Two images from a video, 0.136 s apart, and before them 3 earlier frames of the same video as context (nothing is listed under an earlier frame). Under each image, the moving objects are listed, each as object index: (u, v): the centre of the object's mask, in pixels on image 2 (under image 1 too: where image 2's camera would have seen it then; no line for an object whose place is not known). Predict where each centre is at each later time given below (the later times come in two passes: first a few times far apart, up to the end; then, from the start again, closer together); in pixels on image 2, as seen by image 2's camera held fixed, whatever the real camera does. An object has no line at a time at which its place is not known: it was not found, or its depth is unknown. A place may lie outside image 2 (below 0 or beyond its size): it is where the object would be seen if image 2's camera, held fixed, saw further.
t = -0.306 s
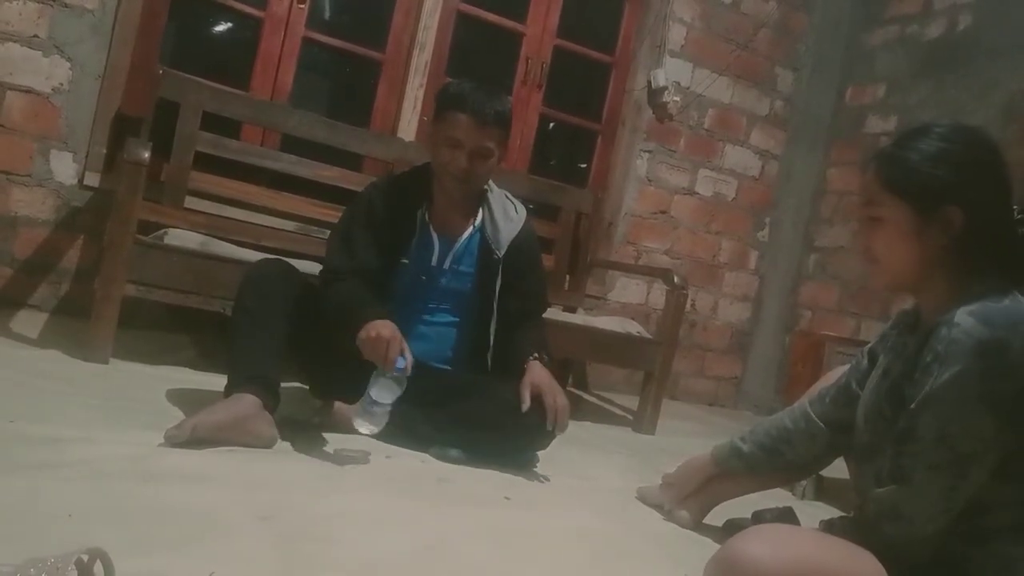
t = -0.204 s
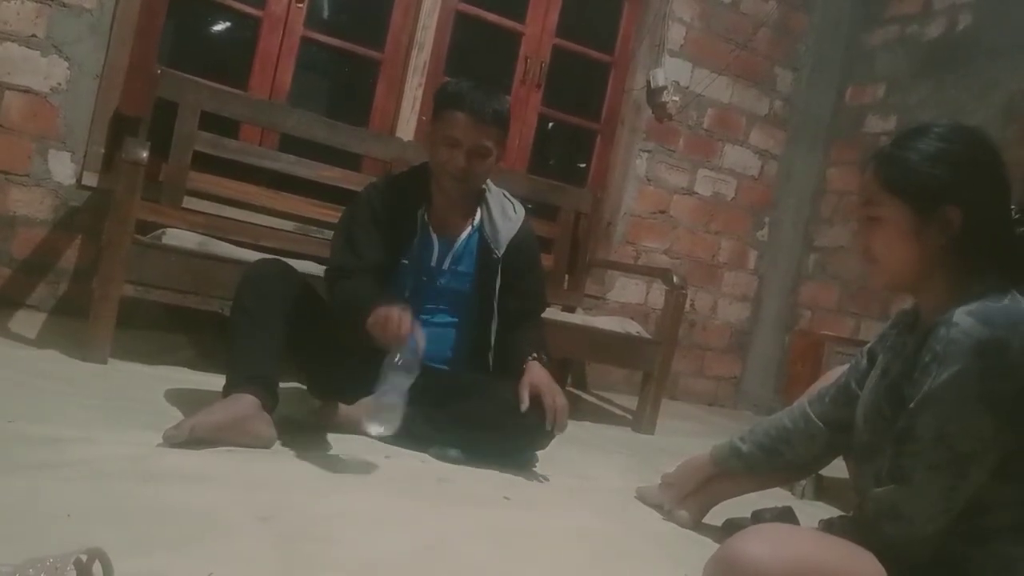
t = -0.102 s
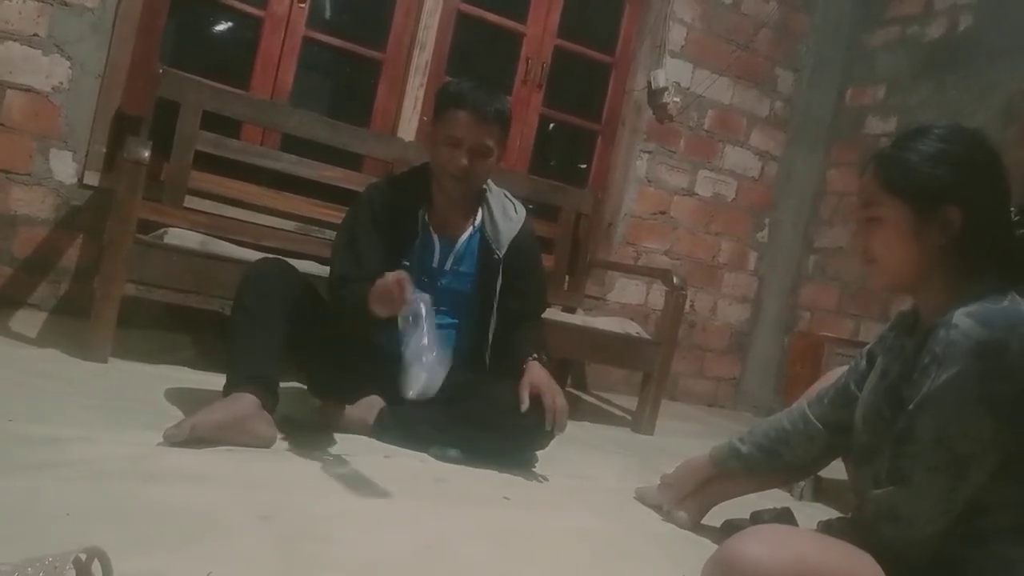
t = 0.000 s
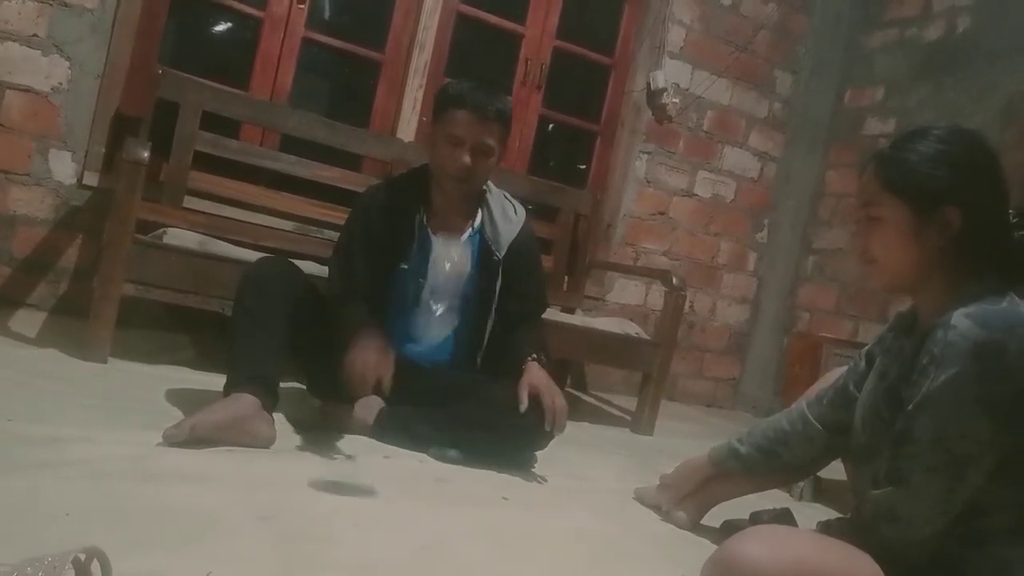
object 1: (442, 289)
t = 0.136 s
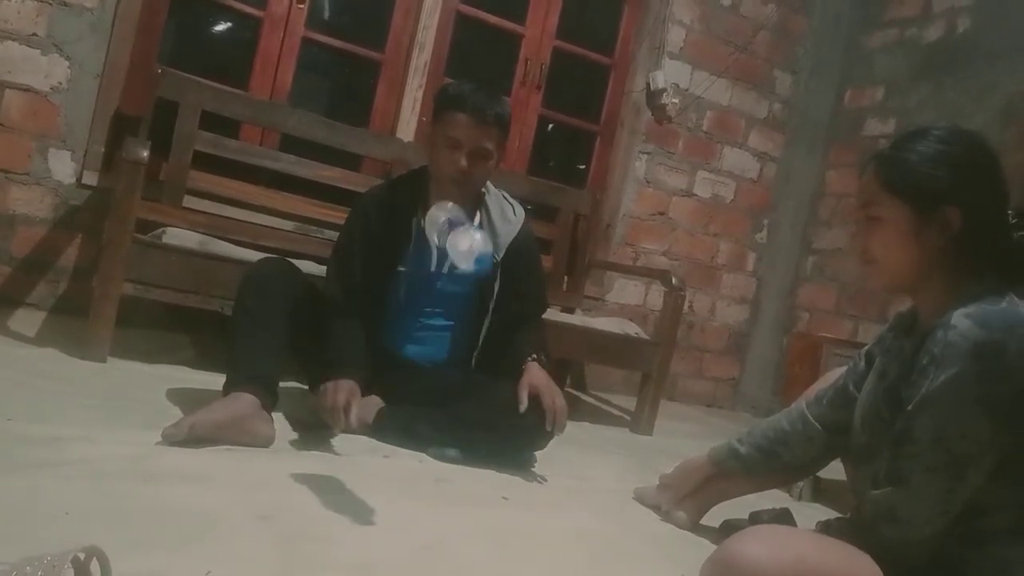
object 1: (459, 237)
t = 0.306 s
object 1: (437, 337)
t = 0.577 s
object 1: (411, 452)
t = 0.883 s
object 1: (410, 452)
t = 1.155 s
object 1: (409, 453)
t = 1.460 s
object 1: (409, 452)
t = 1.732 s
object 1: (410, 452)
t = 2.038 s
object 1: (410, 452)
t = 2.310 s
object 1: (409, 452)
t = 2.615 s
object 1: (409, 452)
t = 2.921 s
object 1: (409, 452)
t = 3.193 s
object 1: (409, 452)
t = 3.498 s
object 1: (410, 452)
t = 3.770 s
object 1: (409, 452)
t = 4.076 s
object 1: (410, 452)
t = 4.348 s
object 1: (410, 452)
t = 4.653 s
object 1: (410, 452)
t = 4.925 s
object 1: (409, 452)
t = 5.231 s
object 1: (410, 453)
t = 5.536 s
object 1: (410, 454)
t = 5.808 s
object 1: (410, 454)
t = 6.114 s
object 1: (409, 454)
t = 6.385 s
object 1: (409, 454)
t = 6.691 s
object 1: (410, 454)
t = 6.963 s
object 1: (409, 454)
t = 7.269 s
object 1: (409, 454)
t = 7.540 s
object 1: (410, 454)
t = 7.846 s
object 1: (410, 454)
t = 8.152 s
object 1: (409, 454)
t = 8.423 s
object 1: (409, 454)
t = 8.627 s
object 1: (410, 454)
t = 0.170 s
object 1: (456, 242)
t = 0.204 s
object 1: (454, 255)
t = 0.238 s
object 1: (451, 274)
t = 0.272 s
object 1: (442, 304)
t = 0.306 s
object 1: (437, 337)
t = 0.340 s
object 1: (428, 380)
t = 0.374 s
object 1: (414, 436)
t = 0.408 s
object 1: (410, 456)
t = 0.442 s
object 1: (408, 454)
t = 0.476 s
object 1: (407, 453)
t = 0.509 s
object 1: (408, 452)
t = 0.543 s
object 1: (409, 452)
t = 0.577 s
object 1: (411, 452)
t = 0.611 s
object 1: (411, 452)
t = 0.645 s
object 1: (410, 452)
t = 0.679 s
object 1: (410, 452)
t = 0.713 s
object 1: (409, 452)
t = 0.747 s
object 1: (409, 452)
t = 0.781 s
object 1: (409, 453)
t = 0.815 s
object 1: (410, 452)
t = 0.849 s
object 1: (410, 453)
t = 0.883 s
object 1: (410, 452)
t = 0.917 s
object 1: (410, 452)
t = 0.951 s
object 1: (410, 452)
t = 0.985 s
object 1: (410, 453)
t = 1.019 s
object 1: (410, 453)
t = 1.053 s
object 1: (409, 453)
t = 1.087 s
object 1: (409, 453)
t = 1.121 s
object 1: (409, 453)
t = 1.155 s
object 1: (409, 453)
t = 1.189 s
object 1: (409, 453)
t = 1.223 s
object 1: (409, 453)
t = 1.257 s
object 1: (409, 452)
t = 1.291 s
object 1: (409, 452)
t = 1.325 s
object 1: (409, 453)
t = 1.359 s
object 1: (409, 453)
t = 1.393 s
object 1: (409, 453)
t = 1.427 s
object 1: (409, 453)
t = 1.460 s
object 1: (409, 452)
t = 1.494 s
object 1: (410, 452)
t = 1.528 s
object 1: (409, 452)
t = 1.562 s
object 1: (410, 453)
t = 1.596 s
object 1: (409, 452)
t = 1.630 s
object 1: (409, 453)
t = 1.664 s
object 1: (410, 453)
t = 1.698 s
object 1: (409, 453)
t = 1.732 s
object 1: (410, 452)
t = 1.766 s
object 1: (409, 453)
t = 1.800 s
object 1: (410, 452)
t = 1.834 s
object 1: (410, 452)
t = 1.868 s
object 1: (410, 452)
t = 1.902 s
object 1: (410, 452)
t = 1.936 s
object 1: (410, 452)
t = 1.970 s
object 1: (410, 452)
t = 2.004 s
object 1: (410, 452)
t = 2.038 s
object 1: (410, 452)
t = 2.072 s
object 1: (410, 452)
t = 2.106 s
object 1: (410, 452)
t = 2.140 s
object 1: (410, 452)
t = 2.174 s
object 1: (409, 452)
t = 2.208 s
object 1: (409, 452)
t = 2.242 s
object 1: (409, 452)
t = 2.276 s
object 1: (409, 452)
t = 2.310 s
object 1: (409, 452)
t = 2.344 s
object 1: (409, 452)
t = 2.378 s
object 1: (409, 452)
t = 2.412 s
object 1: (409, 452)
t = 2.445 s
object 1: (409, 452)
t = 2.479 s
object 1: (409, 452)
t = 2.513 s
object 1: (409, 452)
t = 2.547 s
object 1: (409, 452)
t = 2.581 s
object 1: (409, 452)
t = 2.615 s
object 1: (409, 452)
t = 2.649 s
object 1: (409, 453)
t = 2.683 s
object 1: (409, 452)
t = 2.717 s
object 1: (409, 452)
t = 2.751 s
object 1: (409, 452)
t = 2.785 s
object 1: (409, 452)
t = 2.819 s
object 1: (409, 452)
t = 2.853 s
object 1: (409, 453)
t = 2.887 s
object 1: (409, 452)
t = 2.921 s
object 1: (409, 452)
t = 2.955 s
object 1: (409, 452)
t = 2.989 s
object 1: (409, 452)
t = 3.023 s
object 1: (409, 452)
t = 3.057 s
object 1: (409, 452)
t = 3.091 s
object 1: (409, 452)
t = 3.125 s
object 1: (409, 452)
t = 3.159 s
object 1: (409, 452)
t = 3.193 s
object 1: (409, 452)
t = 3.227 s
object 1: (410, 452)
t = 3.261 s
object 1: (409, 452)
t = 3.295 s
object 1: (409, 452)
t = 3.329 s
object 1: (409, 452)
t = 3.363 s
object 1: (409, 452)
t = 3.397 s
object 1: (410, 452)
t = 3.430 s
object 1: (410, 452)
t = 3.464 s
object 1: (410, 452)
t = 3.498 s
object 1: (410, 452)
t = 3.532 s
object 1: (409, 453)
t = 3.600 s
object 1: (409, 452)
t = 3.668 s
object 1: (409, 453)
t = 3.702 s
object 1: (409, 453)
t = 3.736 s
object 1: (409, 452)
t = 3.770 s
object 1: (409, 452)
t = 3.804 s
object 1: (409, 452)
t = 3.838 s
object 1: (410, 452)
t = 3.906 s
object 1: (409, 452)
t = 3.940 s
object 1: (409, 452)
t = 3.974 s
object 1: (410, 452)
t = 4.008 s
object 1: (410, 452)
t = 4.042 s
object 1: (410, 452)
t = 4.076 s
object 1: (410, 452)
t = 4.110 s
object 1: (410, 452)
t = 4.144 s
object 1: (410, 452)
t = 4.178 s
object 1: (410, 452)
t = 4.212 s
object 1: (410, 452)
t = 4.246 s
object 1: (410, 452)
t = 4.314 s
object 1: (409, 452)
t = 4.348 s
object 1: (410, 452)
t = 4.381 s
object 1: (410, 452)
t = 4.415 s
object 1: (410, 452)
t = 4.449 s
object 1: (410, 452)
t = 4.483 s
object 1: (410, 452)
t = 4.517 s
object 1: (409, 452)
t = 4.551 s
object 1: (410, 452)
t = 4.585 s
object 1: (409, 452)
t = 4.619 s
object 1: (409, 452)
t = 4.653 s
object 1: (410, 452)
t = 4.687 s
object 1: (410, 452)
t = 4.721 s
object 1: (409, 452)
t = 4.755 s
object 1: (410, 452)
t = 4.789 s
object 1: (410, 452)
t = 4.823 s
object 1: (410, 452)
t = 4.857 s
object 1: (410, 452)
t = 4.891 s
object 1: (409, 452)
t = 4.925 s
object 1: (409, 452)
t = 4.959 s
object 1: (410, 452)
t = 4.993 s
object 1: (410, 452)
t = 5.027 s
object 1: (410, 452)
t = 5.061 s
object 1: (410, 452)
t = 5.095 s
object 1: (410, 452)
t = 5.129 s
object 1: (410, 452)
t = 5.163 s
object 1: (410, 452)
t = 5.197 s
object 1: (410, 452)
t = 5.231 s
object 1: (410, 453)
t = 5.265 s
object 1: (410, 453)
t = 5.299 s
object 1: (409, 453)
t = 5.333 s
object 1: (409, 453)
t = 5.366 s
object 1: (410, 453)
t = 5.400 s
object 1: (410, 453)
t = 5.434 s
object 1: (410, 454)
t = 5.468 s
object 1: (410, 454)
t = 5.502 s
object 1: (410, 454)
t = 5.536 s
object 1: (410, 454)
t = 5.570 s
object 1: (410, 454)
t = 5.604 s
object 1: (409, 454)
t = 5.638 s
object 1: (409, 454)
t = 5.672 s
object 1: (409, 454)
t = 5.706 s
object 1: (410, 454)
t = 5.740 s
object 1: (410, 454)
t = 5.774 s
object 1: (410, 454)
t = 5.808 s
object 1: (410, 454)
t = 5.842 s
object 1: (410, 454)
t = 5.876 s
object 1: (410, 454)
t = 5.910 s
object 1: (409, 454)
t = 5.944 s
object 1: (410, 453)
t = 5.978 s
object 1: (410, 454)
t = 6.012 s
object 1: (410, 454)
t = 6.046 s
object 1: (410, 454)
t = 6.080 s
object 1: (410, 454)
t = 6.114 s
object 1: (409, 454)
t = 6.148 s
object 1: (409, 454)
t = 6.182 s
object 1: (409, 454)
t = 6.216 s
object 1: (410, 454)
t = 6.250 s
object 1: (409, 454)
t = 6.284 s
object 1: (409, 454)
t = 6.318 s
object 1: (409, 454)
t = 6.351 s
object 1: (409, 454)
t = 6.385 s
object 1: (409, 454)
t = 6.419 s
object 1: (409, 454)
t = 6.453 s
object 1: (409, 454)
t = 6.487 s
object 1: (409, 454)
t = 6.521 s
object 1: (409, 454)
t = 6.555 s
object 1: (409, 454)
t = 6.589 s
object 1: (409, 454)
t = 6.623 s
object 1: (409, 454)
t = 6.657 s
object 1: (409, 454)
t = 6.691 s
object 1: (410, 454)
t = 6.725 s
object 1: (410, 453)
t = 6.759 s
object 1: (410, 454)
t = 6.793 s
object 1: (410, 454)
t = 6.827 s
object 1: (409, 454)
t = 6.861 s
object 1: (409, 454)
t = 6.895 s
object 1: (409, 454)
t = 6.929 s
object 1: (409, 454)
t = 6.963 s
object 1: (409, 454)
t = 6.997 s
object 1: (410, 454)
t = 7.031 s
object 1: (409, 454)
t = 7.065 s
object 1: (410, 454)
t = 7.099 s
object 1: (409, 454)
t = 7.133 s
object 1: (410, 454)
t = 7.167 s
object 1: (410, 453)
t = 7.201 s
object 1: (410, 454)
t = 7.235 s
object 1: (410, 454)
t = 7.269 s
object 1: (409, 454)
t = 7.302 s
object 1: (409, 454)
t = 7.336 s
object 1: (409, 454)
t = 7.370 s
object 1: (409, 454)
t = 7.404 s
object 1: (410, 454)
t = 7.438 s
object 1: (409, 454)
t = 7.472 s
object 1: (410, 454)
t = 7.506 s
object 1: (410, 454)
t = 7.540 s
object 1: (410, 454)
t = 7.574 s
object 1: (409, 454)
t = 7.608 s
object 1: (409, 454)
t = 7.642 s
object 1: (410, 454)
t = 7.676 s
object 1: (410, 454)
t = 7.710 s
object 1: (410, 454)
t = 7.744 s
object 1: (409, 454)
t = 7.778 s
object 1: (409, 453)
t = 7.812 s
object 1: (409, 453)
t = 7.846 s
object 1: (410, 454)
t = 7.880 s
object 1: (410, 454)
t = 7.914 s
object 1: (410, 454)
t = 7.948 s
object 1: (409, 453)
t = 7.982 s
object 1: (409, 453)
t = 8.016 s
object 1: (410, 454)
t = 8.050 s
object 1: (410, 453)
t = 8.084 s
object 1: (410, 454)
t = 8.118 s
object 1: (410, 454)
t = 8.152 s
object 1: (409, 454)
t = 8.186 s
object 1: (409, 454)
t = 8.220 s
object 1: (410, 454)
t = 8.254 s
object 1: (409, 454)
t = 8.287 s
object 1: (409, 454)
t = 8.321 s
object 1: (409, 454)
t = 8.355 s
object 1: (410, 454)
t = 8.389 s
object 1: (409, 454)
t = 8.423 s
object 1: (409, 454)
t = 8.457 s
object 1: (409, 454)
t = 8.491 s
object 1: (409, 454)
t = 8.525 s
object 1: (409, 454)
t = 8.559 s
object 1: (409, 454)
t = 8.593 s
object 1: (409, 454)
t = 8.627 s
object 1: (410, 454)
